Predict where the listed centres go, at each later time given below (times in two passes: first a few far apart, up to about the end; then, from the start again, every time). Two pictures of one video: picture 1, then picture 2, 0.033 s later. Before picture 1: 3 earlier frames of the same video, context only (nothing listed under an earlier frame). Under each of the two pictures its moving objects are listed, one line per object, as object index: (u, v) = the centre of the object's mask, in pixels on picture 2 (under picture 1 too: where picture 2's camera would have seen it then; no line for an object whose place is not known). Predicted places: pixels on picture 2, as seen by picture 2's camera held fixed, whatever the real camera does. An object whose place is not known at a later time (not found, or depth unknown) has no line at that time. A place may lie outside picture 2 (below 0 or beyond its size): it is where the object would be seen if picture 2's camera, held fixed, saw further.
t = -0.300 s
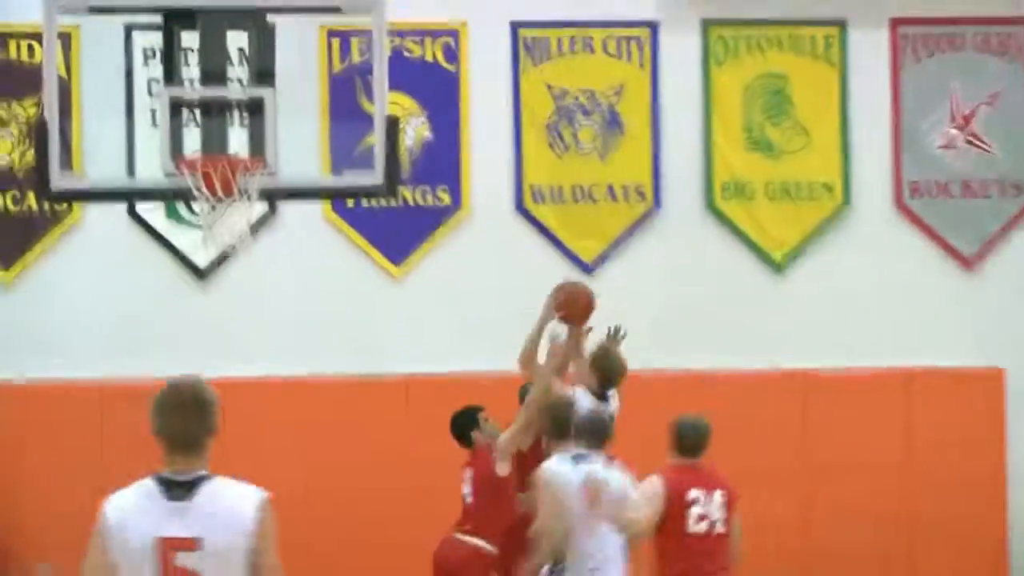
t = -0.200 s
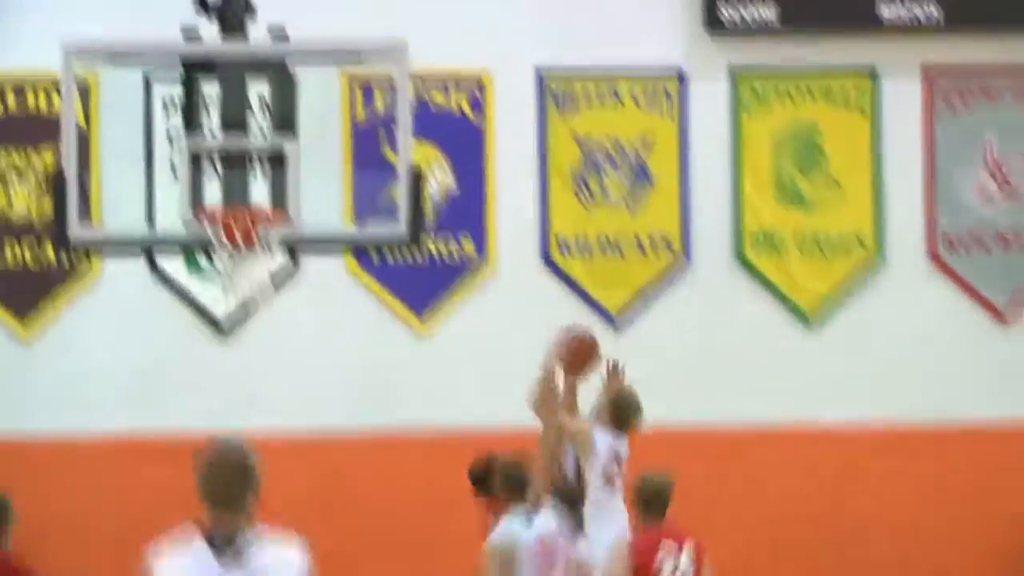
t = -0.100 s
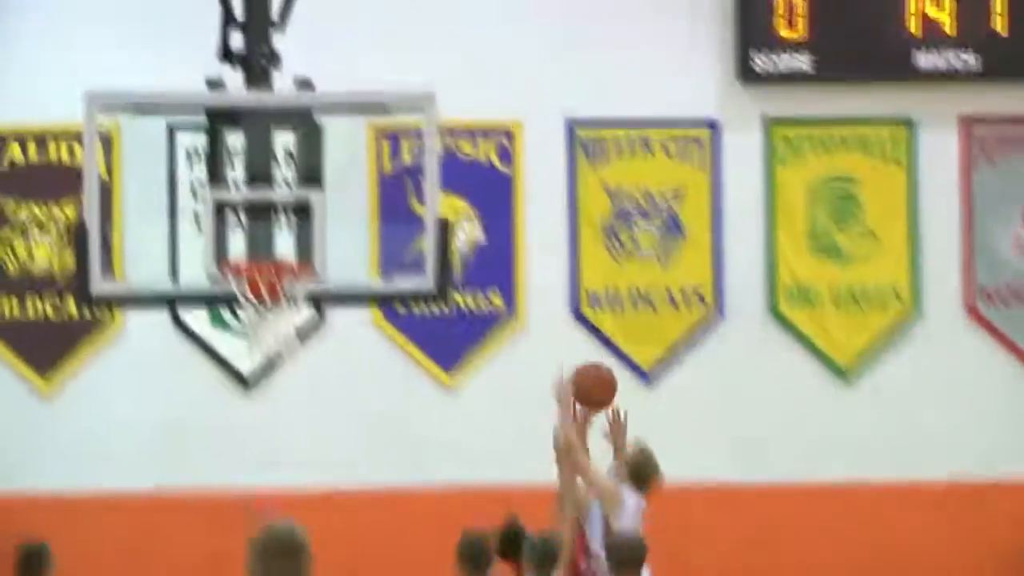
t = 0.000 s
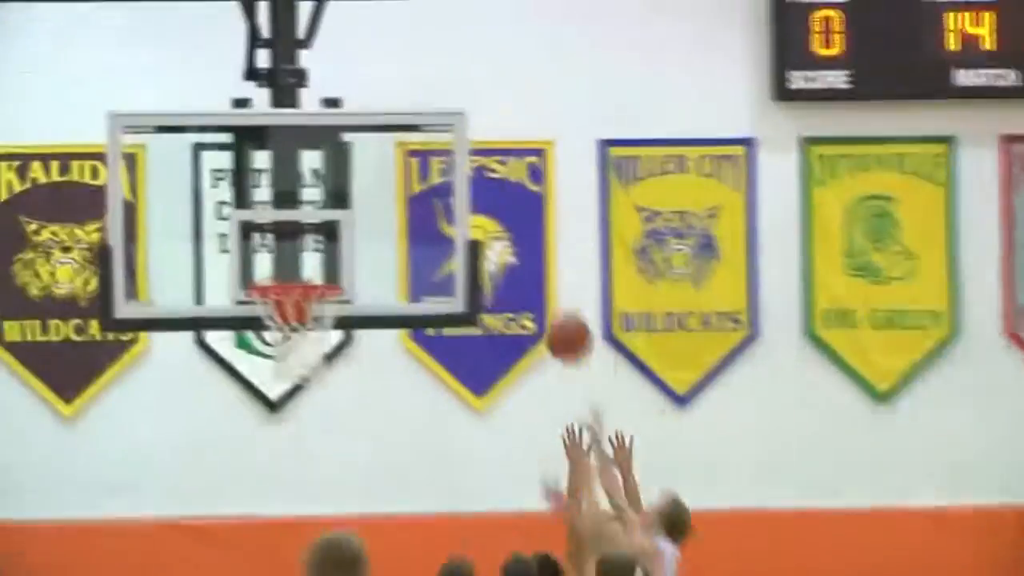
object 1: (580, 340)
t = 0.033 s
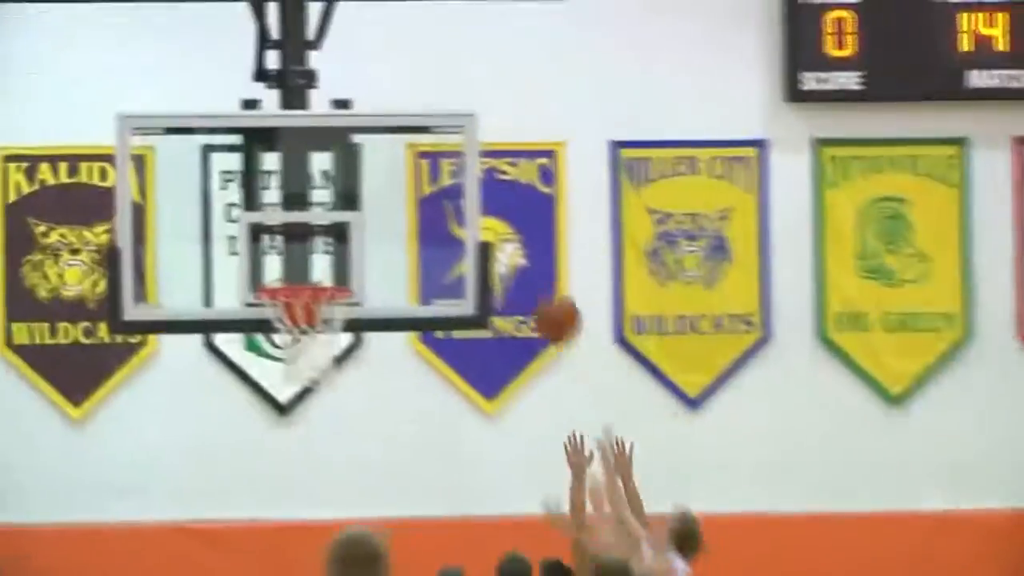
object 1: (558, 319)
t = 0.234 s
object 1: (428, 232)
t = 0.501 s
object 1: (337, 247)
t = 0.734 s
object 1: (290, 272)
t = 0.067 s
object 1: (536, 297)
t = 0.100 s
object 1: (513, 280)
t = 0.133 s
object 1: (491, 267)
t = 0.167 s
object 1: (470, 253)
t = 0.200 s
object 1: (447, 241)
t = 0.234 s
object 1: (428, 232)
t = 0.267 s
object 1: (414, 226)
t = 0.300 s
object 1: (403, 224)
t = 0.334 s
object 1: (391, 223)
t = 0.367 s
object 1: (382, 224)
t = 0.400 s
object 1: (369, 228)
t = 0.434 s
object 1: (358, 233)
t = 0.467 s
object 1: (349, 239)
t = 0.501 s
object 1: (337, 247)
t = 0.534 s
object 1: (325, 259)
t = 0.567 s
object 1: (314, 267)
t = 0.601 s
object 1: (308, 266)
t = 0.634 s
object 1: (304, 266)
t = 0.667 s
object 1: (300, 267)
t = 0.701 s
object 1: (295, 268)
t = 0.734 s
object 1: (290, 272)
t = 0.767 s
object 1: (285, 280)
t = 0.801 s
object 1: (285, 282)
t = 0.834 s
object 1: (288, 285)
